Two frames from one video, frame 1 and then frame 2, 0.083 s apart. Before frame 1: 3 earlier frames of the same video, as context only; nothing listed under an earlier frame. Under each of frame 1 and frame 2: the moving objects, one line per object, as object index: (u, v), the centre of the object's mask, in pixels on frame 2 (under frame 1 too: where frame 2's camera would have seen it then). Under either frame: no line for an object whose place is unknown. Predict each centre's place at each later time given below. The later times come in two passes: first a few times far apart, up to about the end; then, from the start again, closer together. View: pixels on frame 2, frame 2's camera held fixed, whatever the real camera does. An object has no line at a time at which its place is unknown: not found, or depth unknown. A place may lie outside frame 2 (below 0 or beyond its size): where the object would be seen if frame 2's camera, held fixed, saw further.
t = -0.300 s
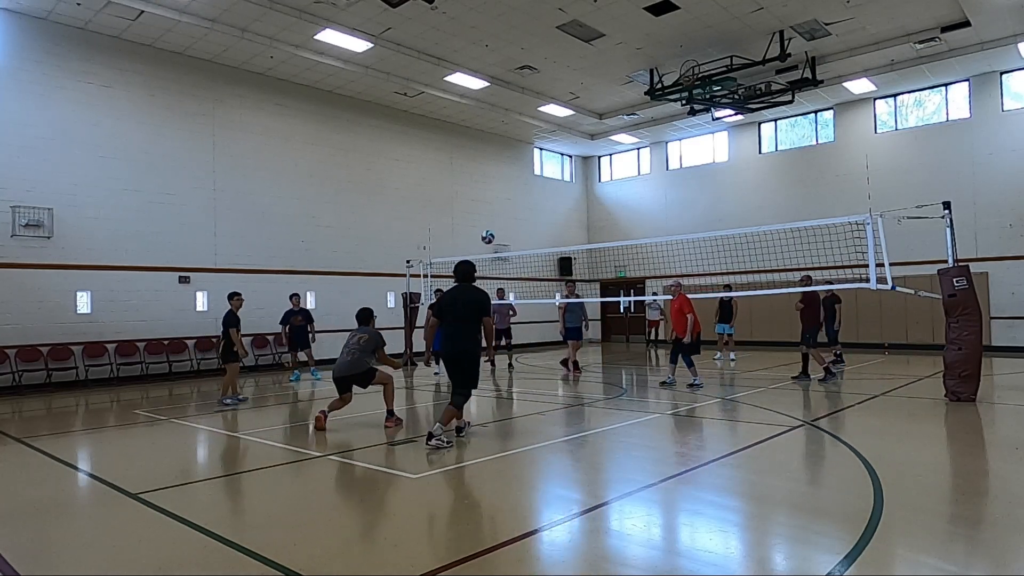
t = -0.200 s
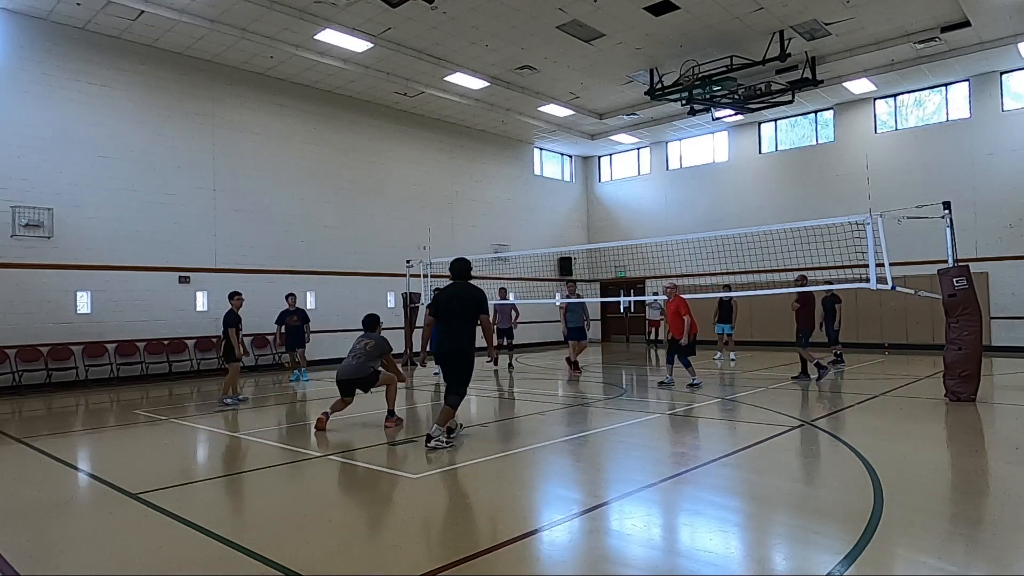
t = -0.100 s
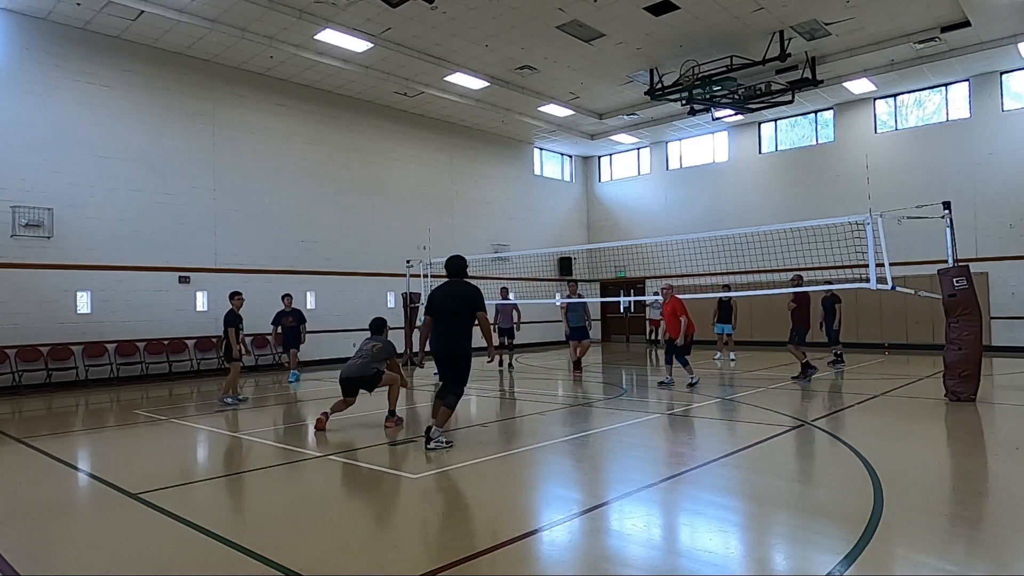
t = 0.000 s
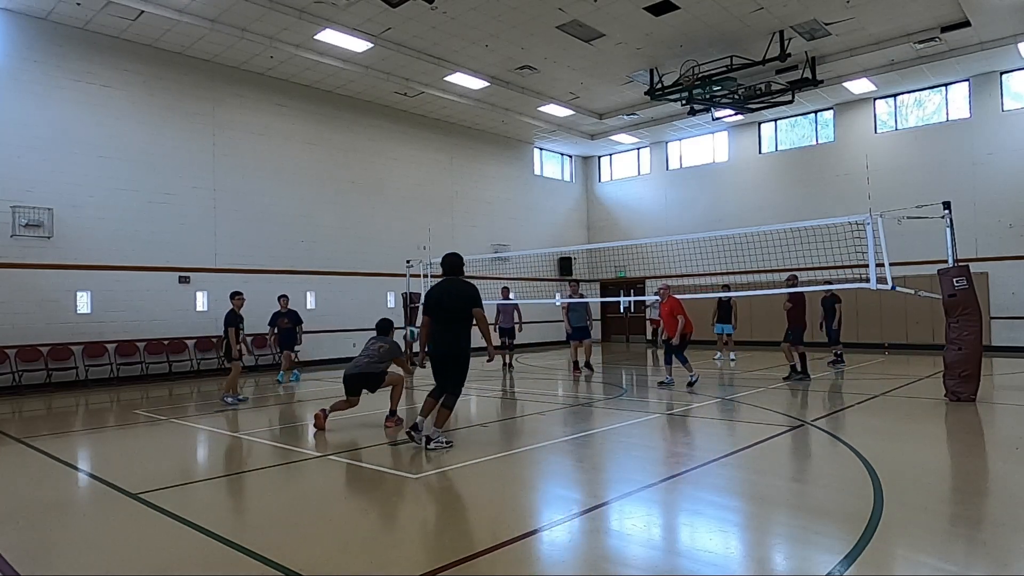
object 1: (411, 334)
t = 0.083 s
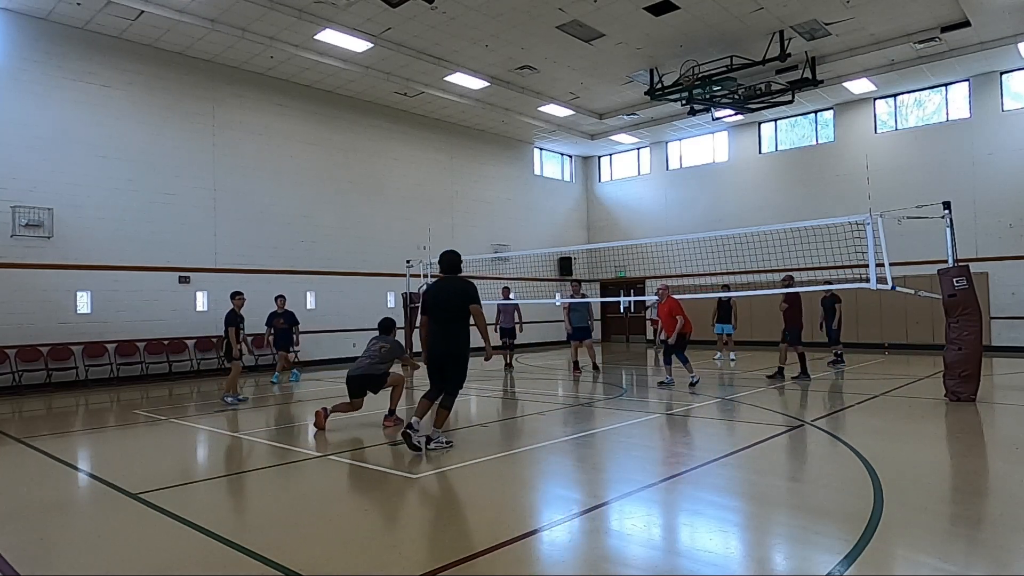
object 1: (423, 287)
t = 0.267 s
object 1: (455, 219)
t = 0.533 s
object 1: (490, 172)
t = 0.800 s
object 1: (519, 176)
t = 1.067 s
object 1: (545, 219)
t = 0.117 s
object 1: (430, 273)
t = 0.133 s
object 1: (433, 267)
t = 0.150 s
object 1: (434, 260)
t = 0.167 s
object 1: (437, 252)
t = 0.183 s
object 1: (441, 245)
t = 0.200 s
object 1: (445, 241)
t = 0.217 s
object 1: (447, 235)
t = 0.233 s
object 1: (450, 230)
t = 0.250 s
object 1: (452, 224)
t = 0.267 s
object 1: (455, 219)
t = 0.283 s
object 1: (457, 215)
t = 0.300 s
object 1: (459, 210)
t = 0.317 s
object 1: (462, 206)
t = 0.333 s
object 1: (465, 202)
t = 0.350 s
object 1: (467, 198)
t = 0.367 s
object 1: (469, 195)
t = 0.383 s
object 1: (471, 192)
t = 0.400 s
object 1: (473, 189)
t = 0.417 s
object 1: (476, 186)
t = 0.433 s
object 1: (478, 183)
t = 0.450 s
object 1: (480, 181)
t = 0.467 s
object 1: (483, 179)
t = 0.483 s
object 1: (484, 177)
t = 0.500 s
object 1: (487, 175)
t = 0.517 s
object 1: (489, 174)
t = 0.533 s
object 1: (490, 172)
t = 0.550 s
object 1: (492, 171)
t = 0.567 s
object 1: (494, 170)
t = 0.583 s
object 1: (496, 170)
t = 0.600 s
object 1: (498, 169)
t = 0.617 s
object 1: (500, 169)
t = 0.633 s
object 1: (502, 168)
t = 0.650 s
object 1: (504, 169)
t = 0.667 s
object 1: (505, 169)
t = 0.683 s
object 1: (507, 169)
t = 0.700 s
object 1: (509, 169)
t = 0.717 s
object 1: (511, 170)
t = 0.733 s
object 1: (512, 171)
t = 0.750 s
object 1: (514, 172)
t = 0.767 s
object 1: (516, 173)
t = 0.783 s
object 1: (518, 174)
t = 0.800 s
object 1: (519, 176)
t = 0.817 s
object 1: (521, 178)
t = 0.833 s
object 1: (523, 179)
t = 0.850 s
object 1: (524, 181)
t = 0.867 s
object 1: (526, 183)
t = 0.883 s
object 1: (527, 185)
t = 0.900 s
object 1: (529, 188)
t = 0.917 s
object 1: (531, 190)
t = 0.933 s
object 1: (533, 193)
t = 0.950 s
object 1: (534, 195)
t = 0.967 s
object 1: (535, 199)
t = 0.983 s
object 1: (537, 202)
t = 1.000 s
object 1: (539, 205)
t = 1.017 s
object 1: (540, 208)
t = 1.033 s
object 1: (541, 212)
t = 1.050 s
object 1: (543, 215)
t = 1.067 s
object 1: (545, 219)
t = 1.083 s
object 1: (546, 222)
